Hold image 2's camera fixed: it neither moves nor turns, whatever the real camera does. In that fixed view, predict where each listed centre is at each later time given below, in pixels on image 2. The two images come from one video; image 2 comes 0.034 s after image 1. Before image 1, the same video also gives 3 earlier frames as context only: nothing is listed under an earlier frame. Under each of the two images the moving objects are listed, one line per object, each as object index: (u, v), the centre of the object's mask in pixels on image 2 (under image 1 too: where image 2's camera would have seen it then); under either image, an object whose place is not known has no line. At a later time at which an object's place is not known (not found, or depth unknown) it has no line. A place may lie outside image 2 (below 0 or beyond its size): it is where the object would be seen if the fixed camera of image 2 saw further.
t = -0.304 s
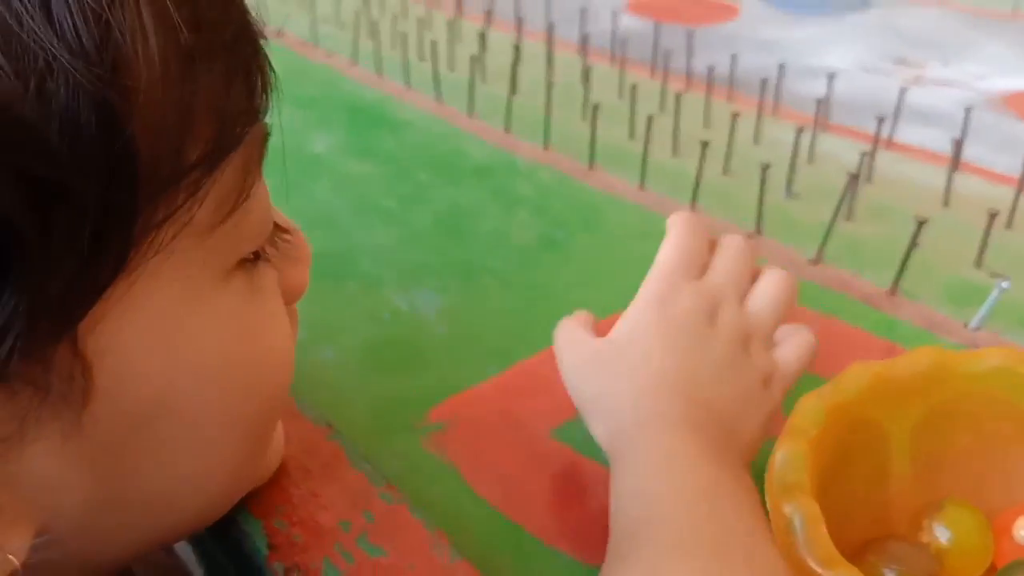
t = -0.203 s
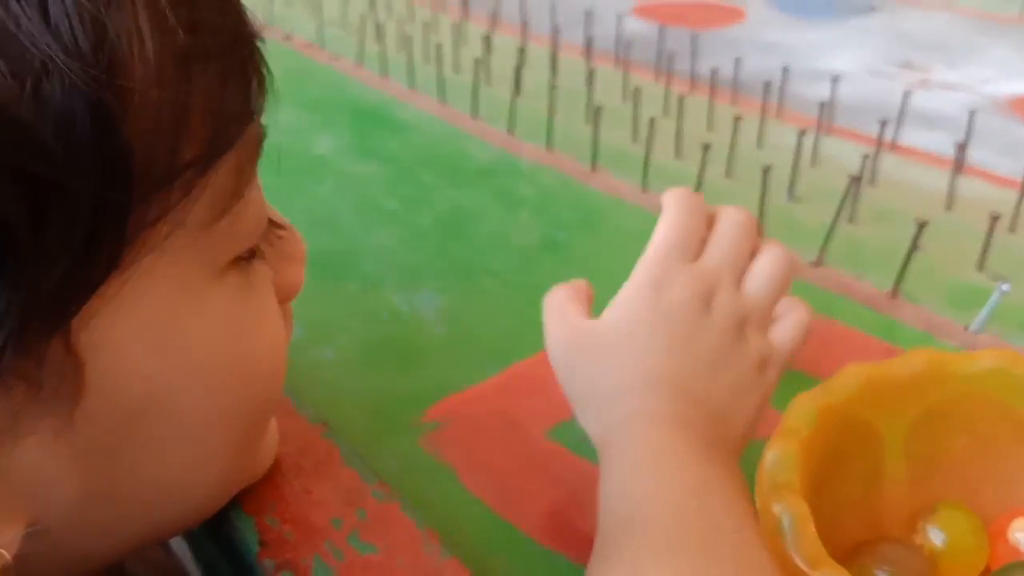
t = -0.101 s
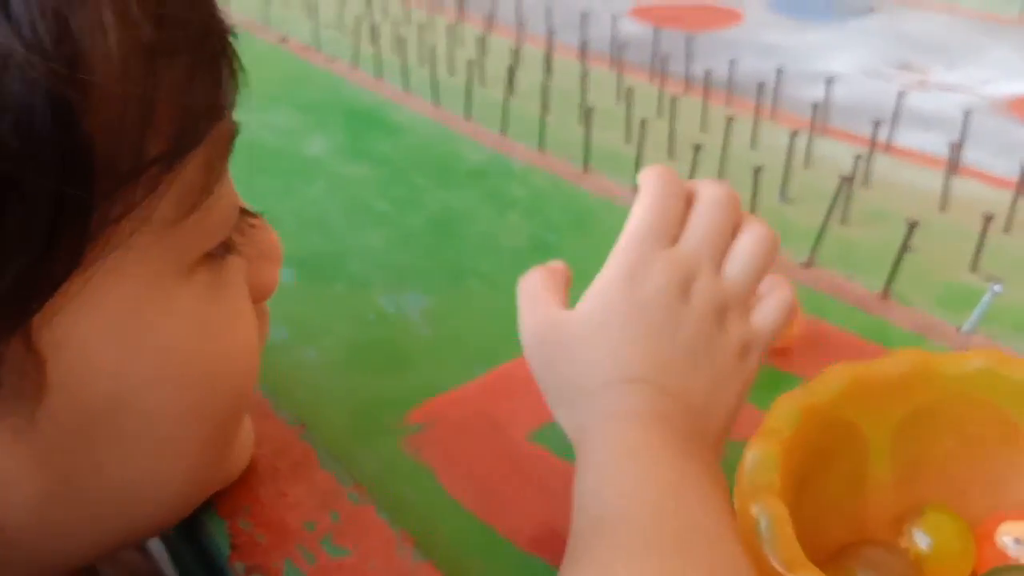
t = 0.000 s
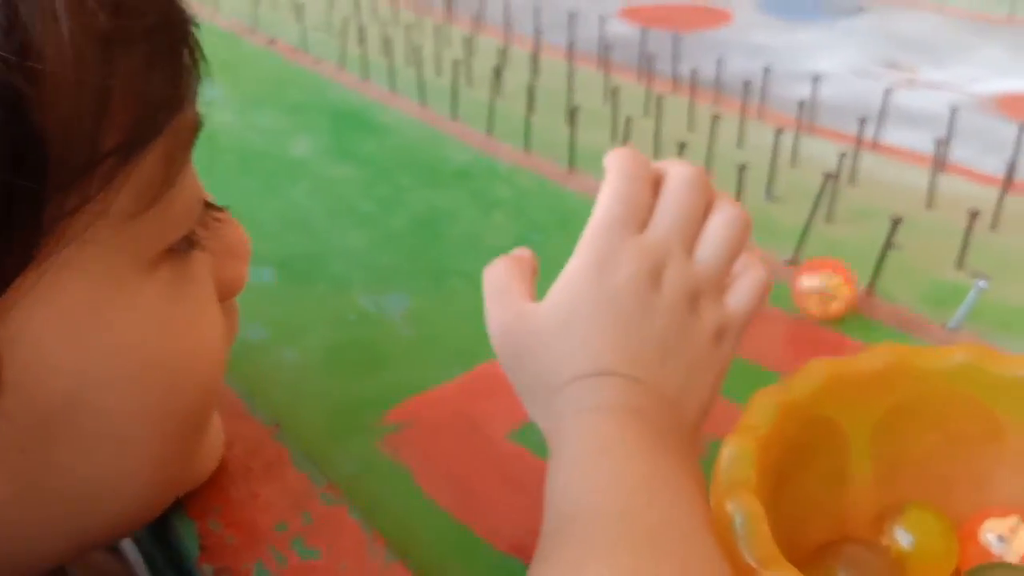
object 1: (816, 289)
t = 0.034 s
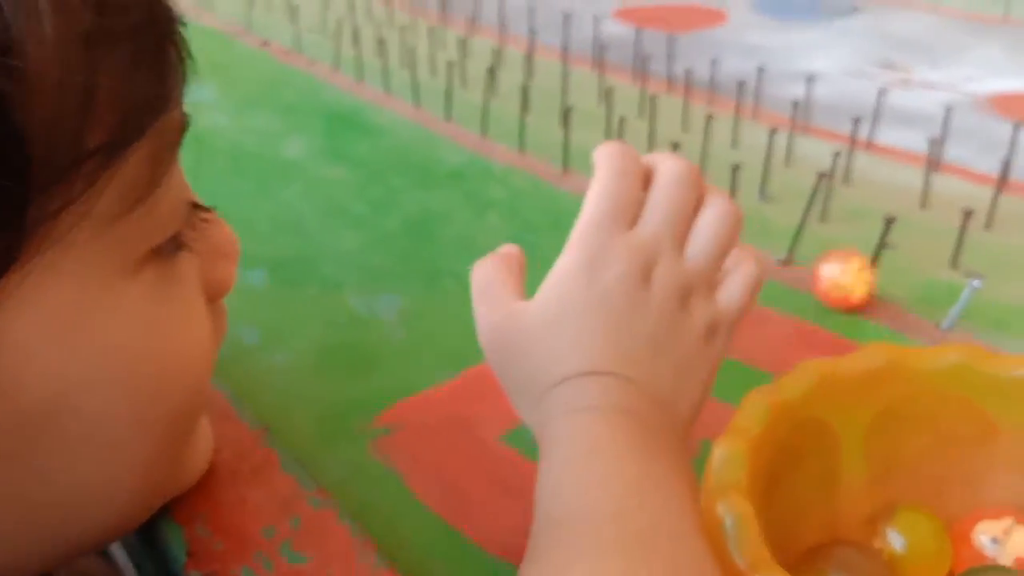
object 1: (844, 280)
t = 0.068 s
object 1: (832, 279)
